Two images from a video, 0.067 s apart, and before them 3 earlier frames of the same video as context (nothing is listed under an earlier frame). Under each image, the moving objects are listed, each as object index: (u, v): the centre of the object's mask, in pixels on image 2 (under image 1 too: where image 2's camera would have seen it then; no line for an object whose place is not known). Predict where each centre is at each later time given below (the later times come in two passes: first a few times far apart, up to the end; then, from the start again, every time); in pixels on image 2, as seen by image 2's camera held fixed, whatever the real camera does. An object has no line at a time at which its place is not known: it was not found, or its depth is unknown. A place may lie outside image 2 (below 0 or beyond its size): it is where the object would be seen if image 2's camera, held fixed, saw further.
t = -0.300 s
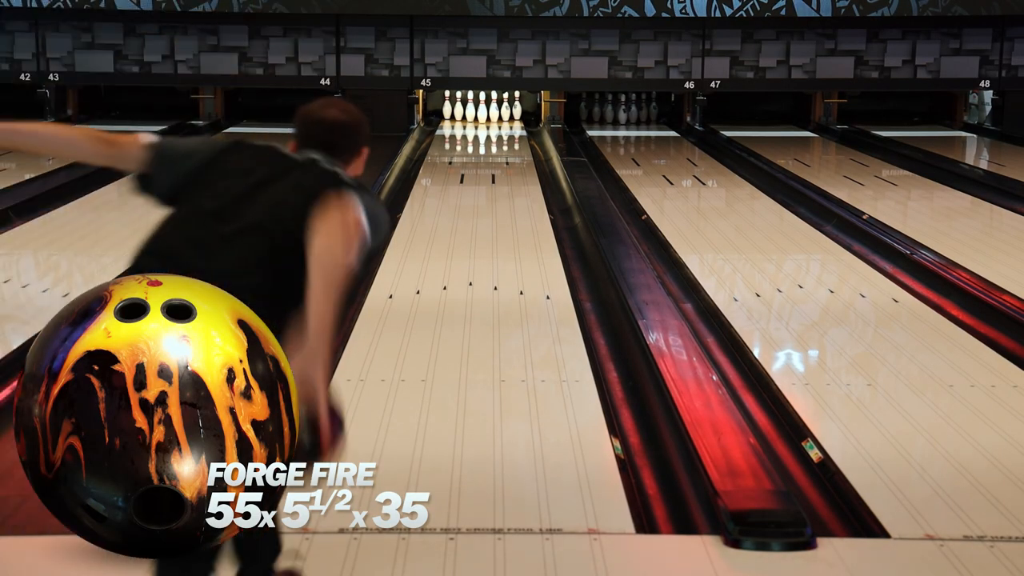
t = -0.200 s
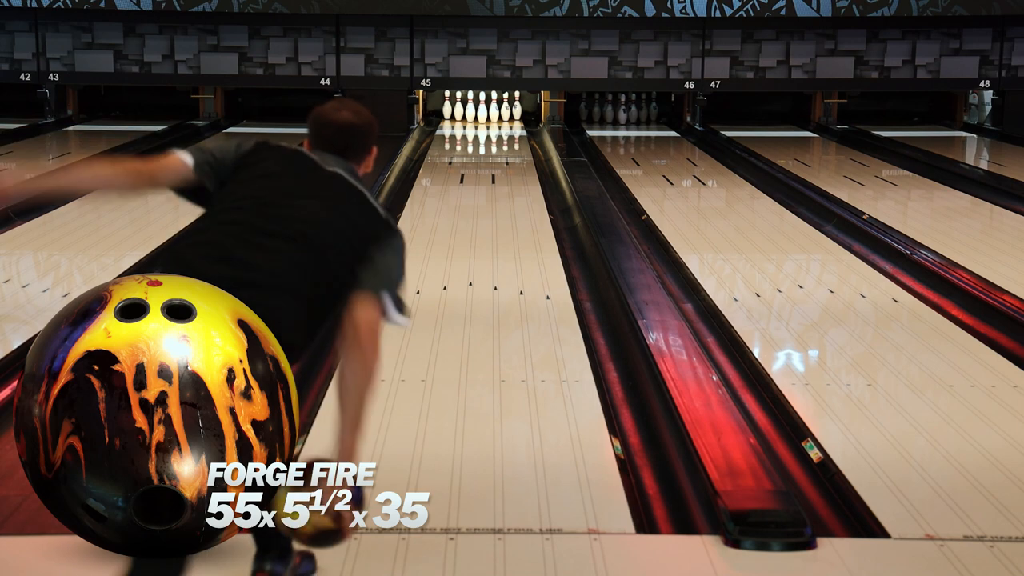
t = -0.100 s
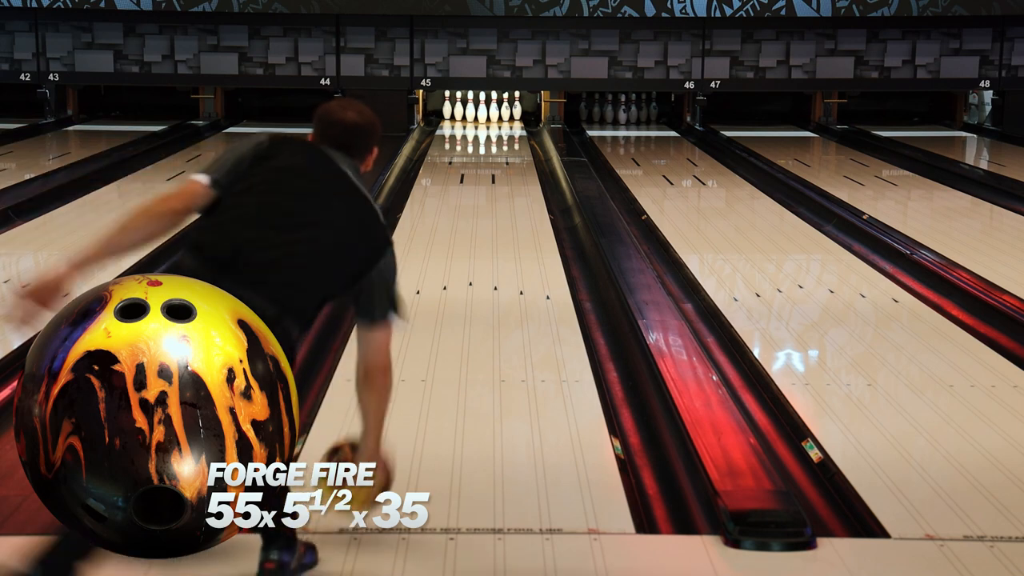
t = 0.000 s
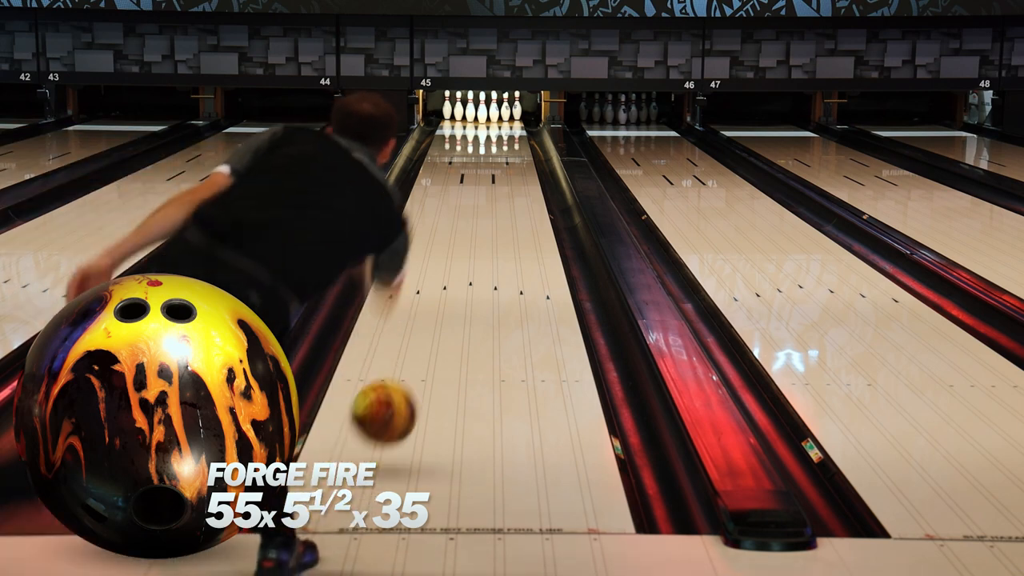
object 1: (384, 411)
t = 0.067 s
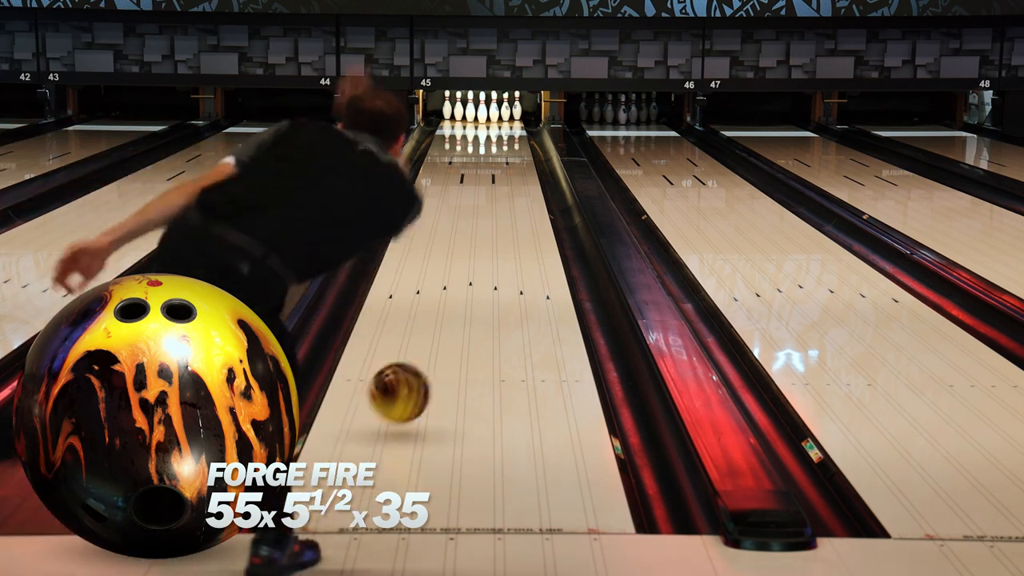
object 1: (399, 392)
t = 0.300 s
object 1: (439, 320)
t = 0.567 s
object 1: (465, 260)
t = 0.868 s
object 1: (484, 215)
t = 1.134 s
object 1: (495, 186)
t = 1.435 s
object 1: (504, 162)
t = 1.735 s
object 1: (508, 144)
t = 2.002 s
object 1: (506, 131)
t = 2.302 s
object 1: (495, 121)
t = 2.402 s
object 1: (490, 118)
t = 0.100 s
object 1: (406, 388)
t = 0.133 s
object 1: (413, 375)
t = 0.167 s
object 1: (419, 363)
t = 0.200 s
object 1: (424, 352)
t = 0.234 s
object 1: (429, 341)
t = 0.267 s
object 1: (434, 330)
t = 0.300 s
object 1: (439, 320)
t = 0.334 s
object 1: (442, 312)
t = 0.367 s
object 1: (446, 303)
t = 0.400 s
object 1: (450, 295)
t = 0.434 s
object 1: (453, 287)
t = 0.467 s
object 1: (457, 280)
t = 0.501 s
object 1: (459, 273)
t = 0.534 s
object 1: (462, 266)
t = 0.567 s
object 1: (465, 260)
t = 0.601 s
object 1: (468, 254)
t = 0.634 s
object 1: (470, 248)
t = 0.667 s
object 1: (473, 243)
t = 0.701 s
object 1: (475, 238)
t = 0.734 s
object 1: (477, 232)
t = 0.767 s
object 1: (479, 228)
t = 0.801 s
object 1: (481, 223)
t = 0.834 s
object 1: (483, 219)
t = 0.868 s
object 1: (484, 215)
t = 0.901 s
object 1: (486, 211)
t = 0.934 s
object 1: (487, 207)
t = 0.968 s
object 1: (489, 203)
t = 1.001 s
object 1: (490, 199)
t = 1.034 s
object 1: (492, 197)
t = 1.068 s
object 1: (493, 193)
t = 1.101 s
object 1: (494, 189)
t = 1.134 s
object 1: (495, 186)
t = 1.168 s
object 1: (496, 183)
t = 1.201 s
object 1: (498, 180)
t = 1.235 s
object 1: (498, 177)
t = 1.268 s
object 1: (500, 174)
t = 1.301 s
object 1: (501, 172)
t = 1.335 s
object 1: (501, 170)
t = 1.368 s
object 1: (502, 167)
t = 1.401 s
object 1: (503, 165)
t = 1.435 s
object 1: (504, 162)
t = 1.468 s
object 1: (504, 160)
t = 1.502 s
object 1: (505, 158)
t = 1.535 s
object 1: (506, 156)
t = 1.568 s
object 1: (506, 154)
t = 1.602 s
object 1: (507, 151)
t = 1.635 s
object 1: (507, 149)
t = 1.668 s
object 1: (507, 147)
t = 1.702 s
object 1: (508, 145)
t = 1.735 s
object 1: (508, 144)
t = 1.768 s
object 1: (508, 142)
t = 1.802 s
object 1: (509, 141)
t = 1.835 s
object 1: (508, 139)
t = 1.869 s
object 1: (508, 137)
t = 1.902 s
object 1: (508, 136)
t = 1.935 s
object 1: (507, 134)
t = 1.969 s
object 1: (507, 133)
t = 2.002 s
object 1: (506, 131)
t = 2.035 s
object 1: (505, 130)
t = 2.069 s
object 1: (505, 129)
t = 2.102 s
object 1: (504, 127)
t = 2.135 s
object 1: (502, 126)
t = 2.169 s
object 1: (501, 125)
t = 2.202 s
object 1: (500, 124)
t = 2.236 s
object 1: (498, 123)
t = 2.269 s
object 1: (496, 122)
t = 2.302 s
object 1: (495, 121)
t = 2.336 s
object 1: (494, 120)
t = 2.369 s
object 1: (491, 118)
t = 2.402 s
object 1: (490, 118)
